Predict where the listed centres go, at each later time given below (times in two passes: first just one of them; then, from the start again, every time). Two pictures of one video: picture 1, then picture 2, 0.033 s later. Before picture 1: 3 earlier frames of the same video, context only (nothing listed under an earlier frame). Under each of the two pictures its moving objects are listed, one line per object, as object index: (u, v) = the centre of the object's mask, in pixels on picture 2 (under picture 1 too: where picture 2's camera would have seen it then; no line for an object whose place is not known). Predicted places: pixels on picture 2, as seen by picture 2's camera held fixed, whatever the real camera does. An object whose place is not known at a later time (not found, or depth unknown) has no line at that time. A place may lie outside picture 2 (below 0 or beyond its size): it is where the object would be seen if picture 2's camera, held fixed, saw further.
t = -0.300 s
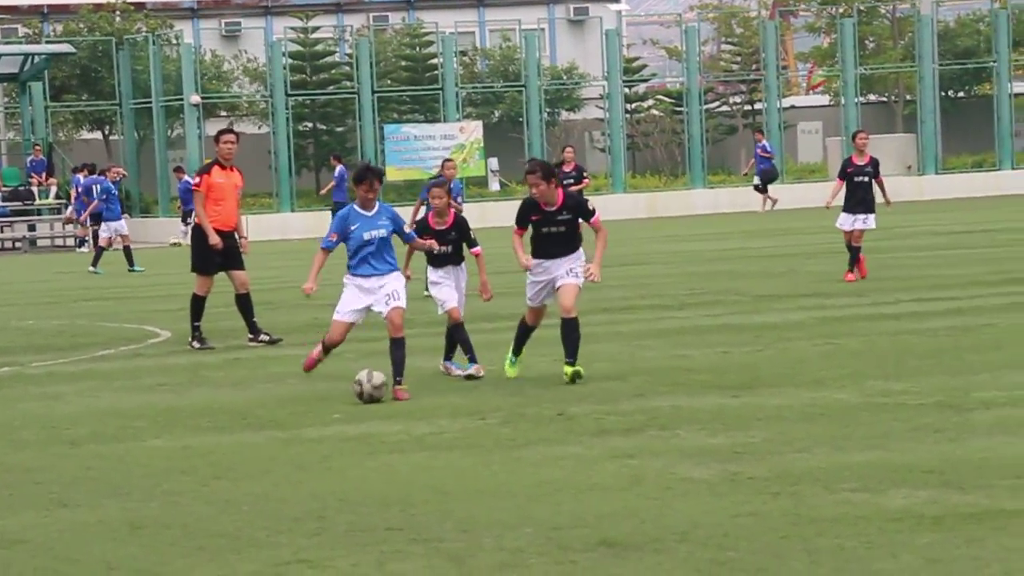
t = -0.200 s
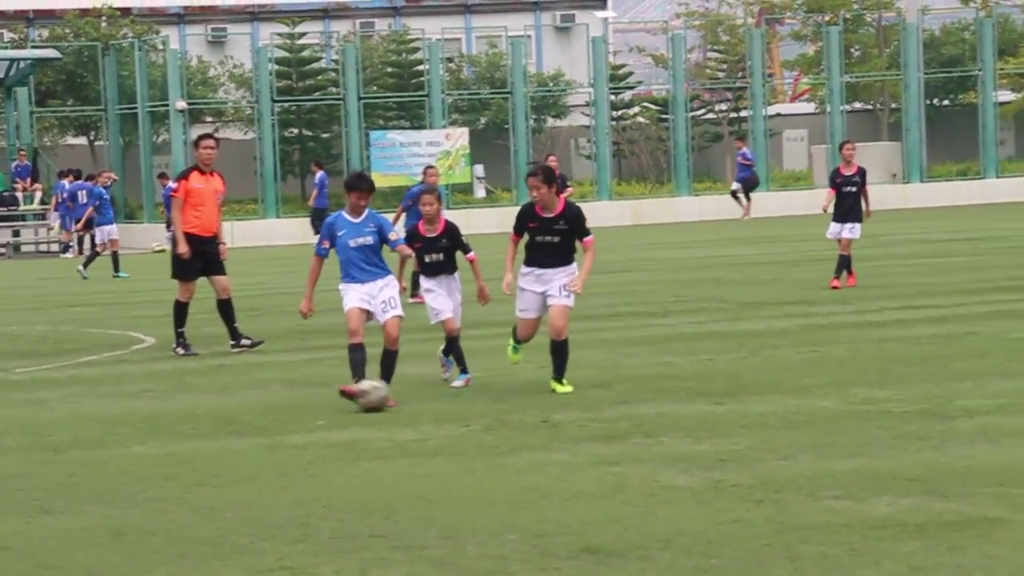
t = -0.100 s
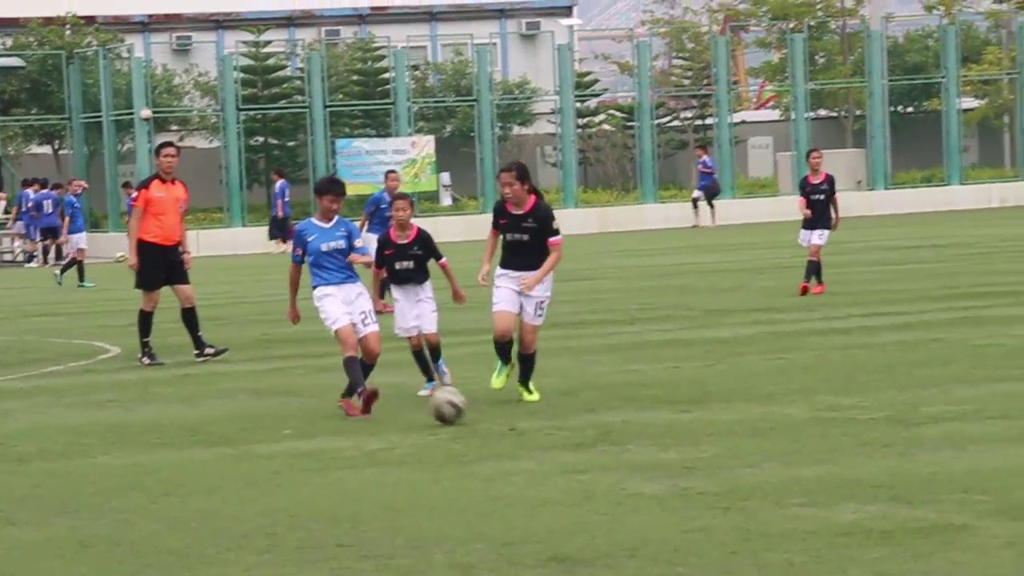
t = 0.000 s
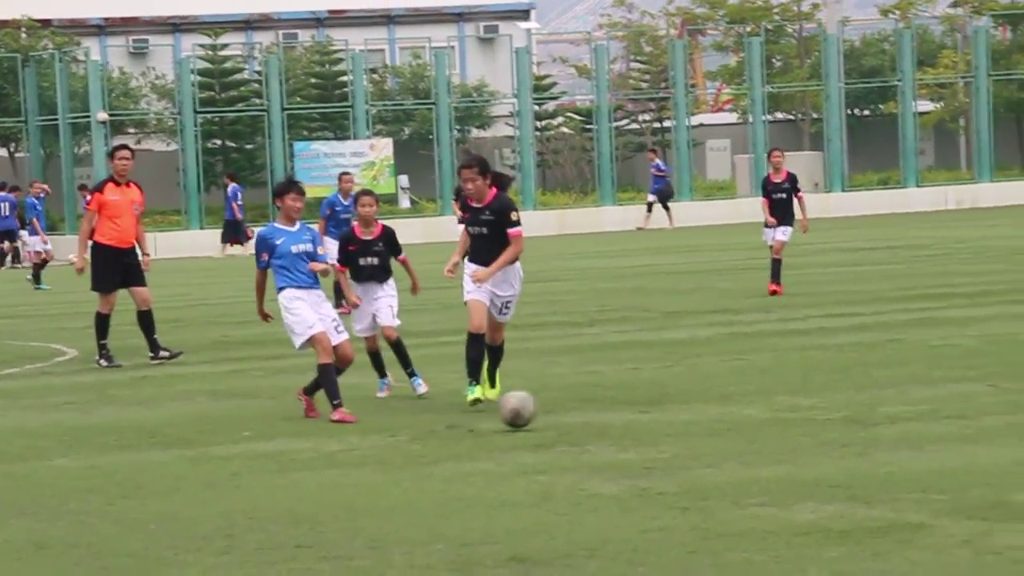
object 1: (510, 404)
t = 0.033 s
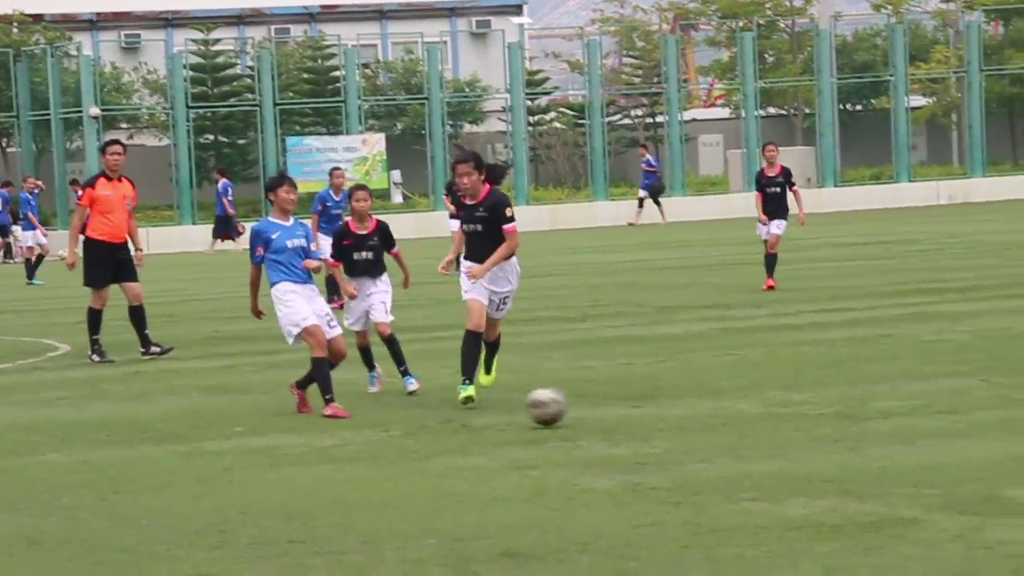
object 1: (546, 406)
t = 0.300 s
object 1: (835, 422)
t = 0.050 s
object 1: (565, 407)
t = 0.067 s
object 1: (585, 410)
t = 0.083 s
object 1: (602, 410)
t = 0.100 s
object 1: (620, 410)
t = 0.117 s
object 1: (638, 410)
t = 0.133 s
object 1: (656, 411)
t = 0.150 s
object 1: (675, 413)
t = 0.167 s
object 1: (694, 415)
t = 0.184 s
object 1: (711, 416)
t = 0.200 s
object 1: (729, 416)
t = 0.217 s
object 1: (746, 415)
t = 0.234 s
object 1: (763, 415)
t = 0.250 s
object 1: (780, 415)
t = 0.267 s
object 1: (798, 417)
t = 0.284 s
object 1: (817, 420)
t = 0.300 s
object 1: (835, 422)
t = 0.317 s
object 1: (851, 421)
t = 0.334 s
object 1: (868, 419)
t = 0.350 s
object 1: (883, 418)
